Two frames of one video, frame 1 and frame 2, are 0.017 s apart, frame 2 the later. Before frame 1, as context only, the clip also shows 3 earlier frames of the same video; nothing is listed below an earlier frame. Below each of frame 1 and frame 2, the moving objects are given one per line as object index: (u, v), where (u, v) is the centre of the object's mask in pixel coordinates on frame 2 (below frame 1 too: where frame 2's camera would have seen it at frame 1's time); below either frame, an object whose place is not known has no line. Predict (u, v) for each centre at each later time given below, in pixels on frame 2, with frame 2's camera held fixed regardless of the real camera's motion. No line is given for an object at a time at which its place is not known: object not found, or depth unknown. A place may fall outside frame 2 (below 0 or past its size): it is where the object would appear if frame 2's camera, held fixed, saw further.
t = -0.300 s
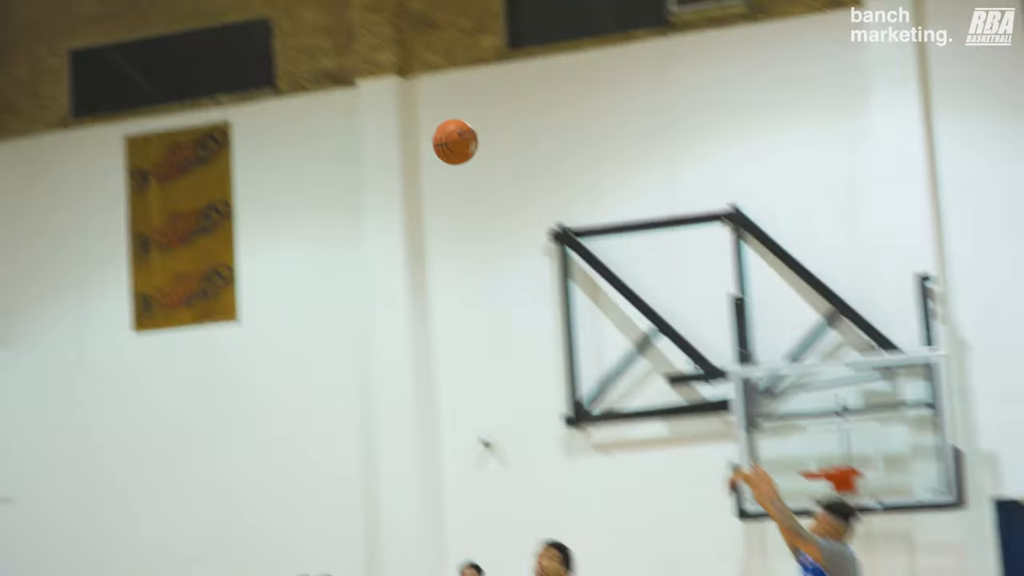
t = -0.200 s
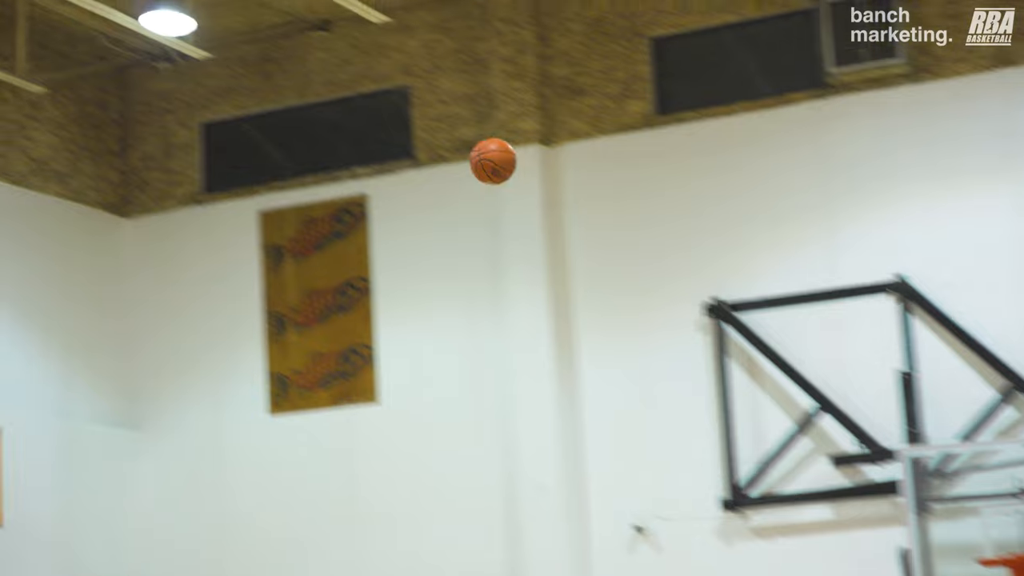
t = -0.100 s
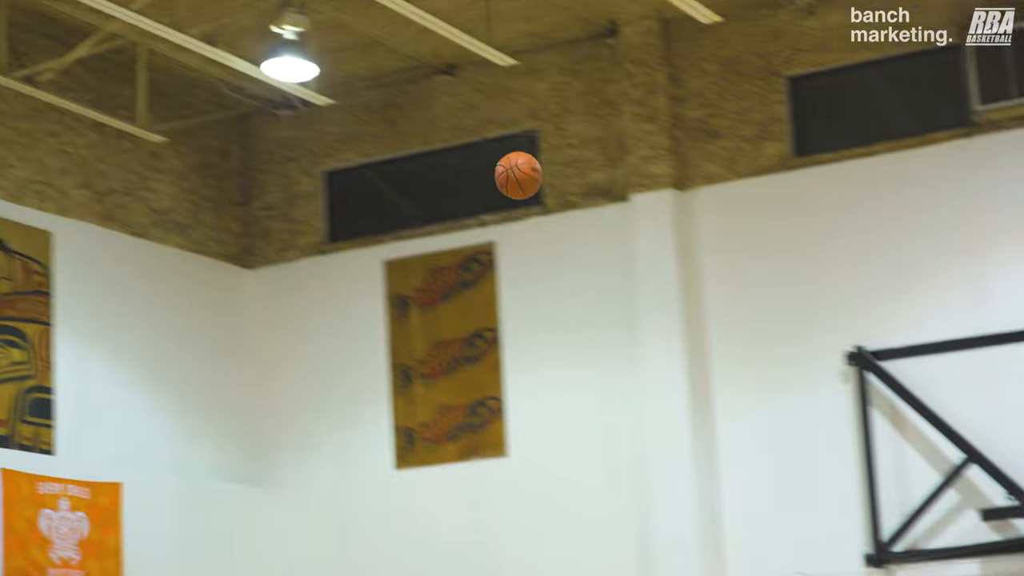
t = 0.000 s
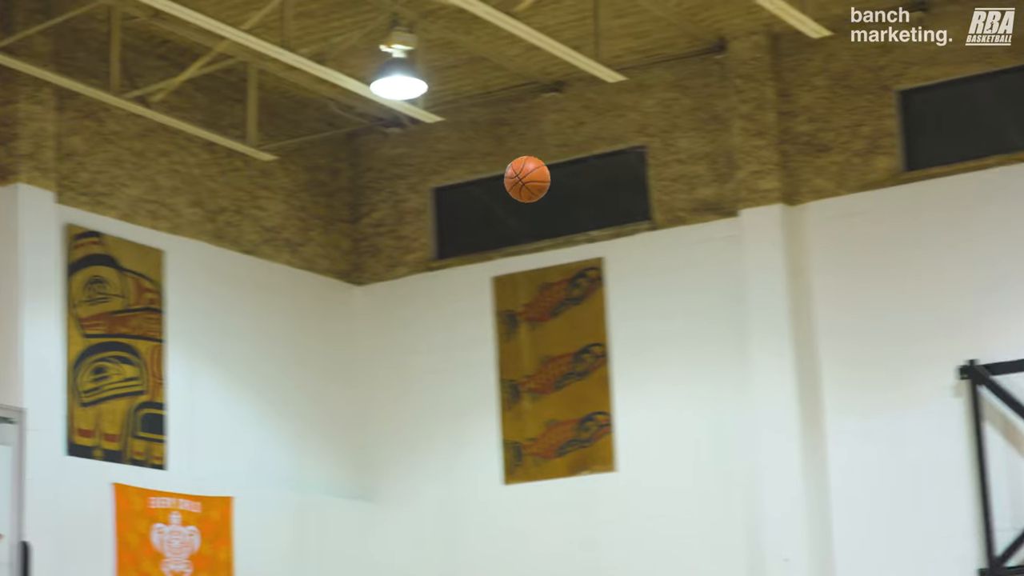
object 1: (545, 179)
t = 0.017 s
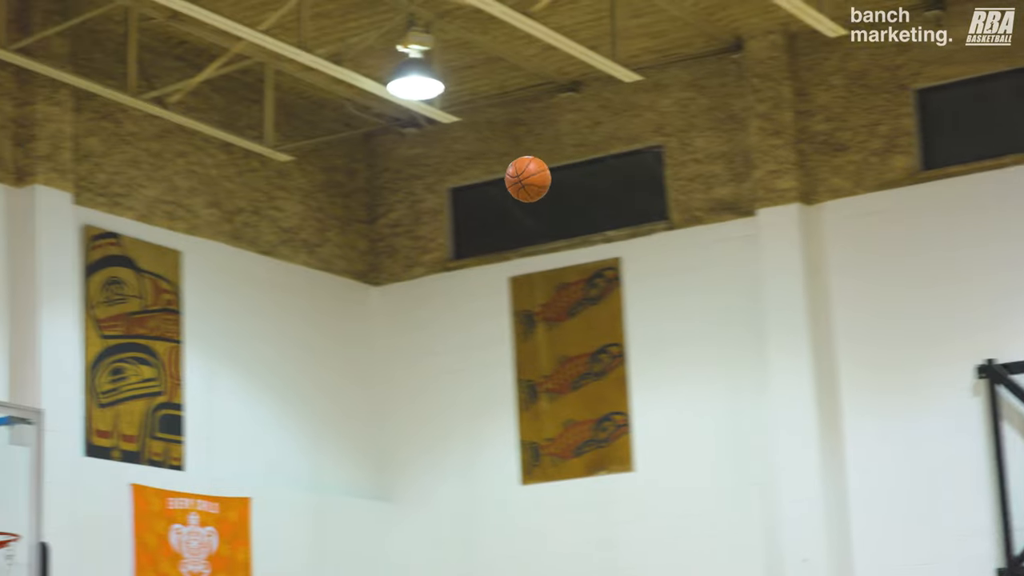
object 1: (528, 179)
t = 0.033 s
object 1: (511, 179)
